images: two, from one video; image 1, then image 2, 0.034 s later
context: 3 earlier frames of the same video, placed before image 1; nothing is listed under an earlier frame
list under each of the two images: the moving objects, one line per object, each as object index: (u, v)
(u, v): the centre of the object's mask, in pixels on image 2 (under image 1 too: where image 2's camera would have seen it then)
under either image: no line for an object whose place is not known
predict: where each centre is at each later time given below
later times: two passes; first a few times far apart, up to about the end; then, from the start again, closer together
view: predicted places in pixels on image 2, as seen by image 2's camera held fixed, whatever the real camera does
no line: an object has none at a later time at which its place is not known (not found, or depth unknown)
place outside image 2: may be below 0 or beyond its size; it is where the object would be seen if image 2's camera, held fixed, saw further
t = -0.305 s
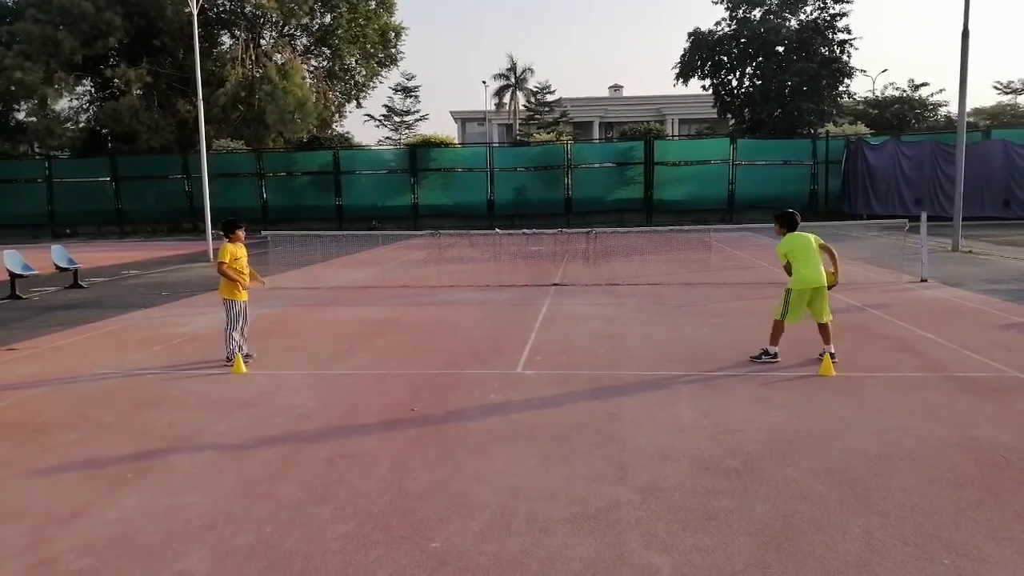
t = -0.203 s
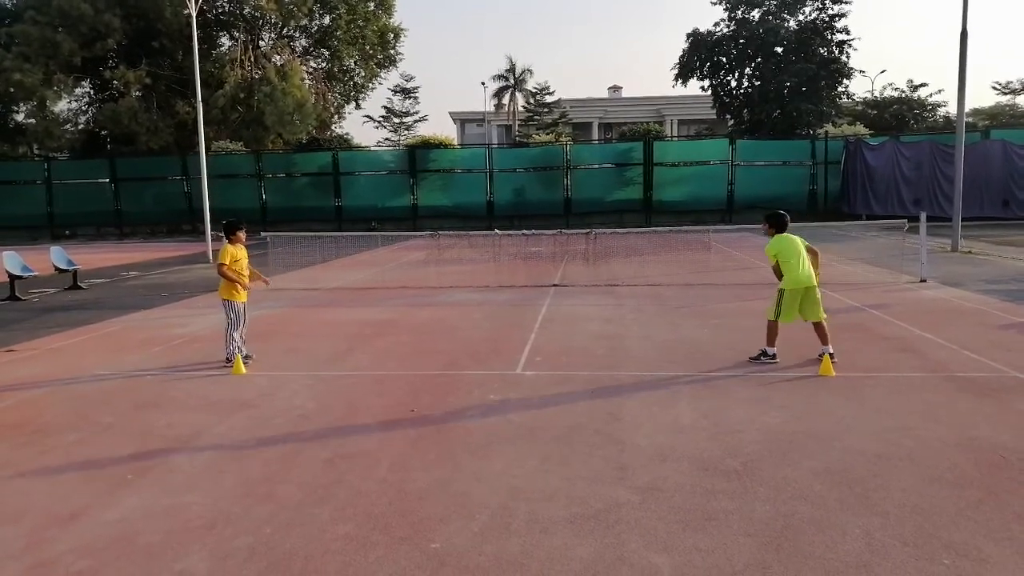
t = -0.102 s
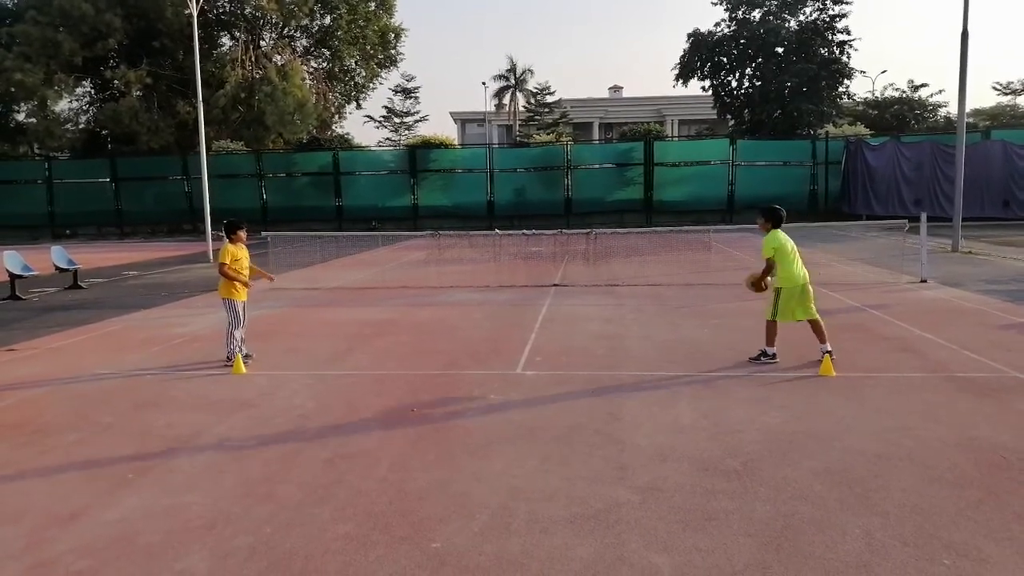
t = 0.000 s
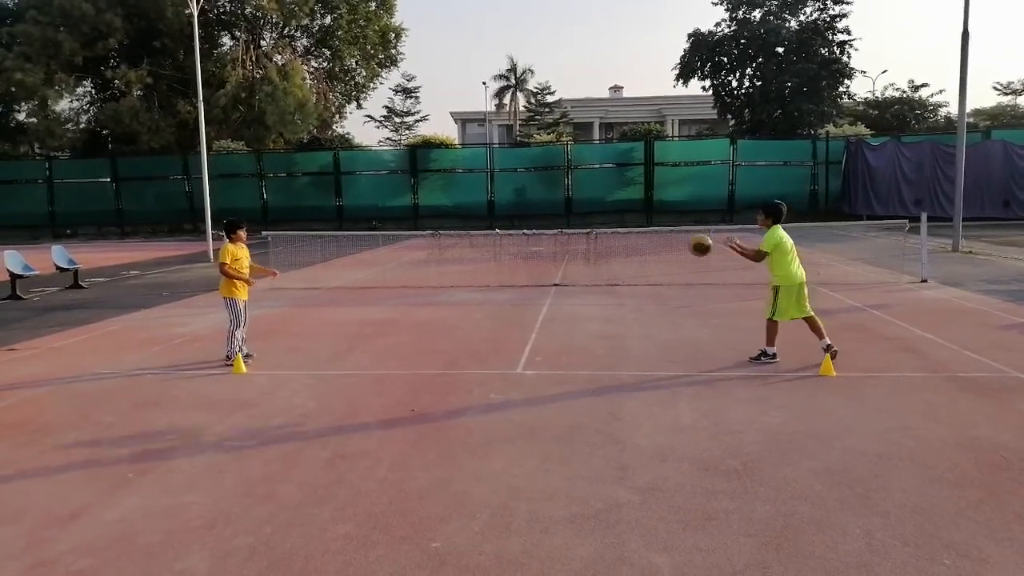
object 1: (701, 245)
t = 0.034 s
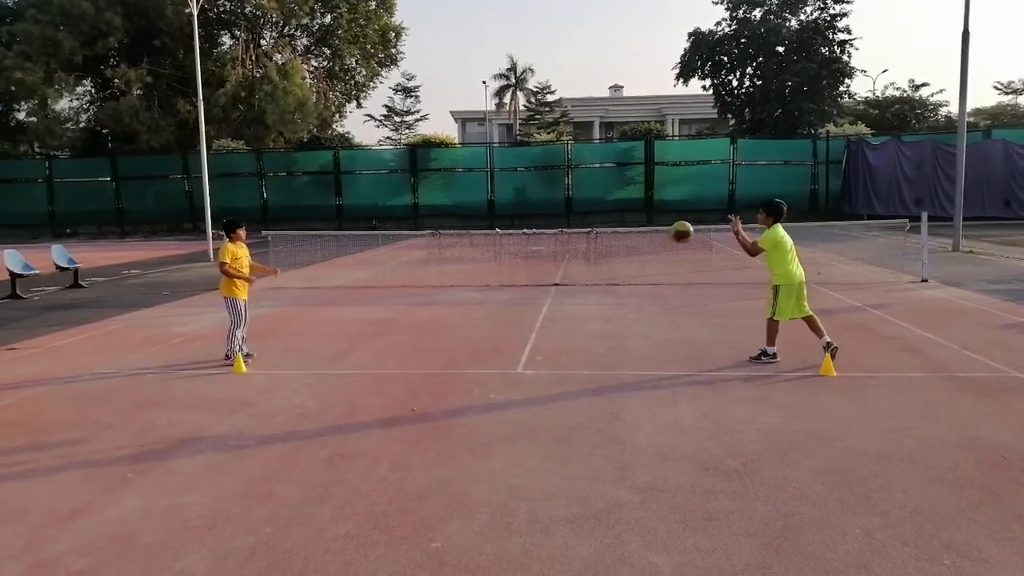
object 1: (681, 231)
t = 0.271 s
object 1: (548, 176)
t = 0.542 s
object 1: (398, 182)
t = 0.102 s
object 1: (642, 211)
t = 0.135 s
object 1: (624, 202)
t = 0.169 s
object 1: (605, 193)
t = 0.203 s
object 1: (586, 186)
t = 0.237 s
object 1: (567, 181)
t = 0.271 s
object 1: (548, 176)
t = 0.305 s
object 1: (529, 173)
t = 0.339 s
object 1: (511, 171)
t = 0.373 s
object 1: (493, 169)
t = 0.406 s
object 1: (473, 170)
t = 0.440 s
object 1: (454, 170)
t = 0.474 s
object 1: (435, 173)
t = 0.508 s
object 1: (416, 177)
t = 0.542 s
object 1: (398, 182)
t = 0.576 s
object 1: (379, 189)
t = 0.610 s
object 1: (361, 197)
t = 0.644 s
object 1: (342, 206)
